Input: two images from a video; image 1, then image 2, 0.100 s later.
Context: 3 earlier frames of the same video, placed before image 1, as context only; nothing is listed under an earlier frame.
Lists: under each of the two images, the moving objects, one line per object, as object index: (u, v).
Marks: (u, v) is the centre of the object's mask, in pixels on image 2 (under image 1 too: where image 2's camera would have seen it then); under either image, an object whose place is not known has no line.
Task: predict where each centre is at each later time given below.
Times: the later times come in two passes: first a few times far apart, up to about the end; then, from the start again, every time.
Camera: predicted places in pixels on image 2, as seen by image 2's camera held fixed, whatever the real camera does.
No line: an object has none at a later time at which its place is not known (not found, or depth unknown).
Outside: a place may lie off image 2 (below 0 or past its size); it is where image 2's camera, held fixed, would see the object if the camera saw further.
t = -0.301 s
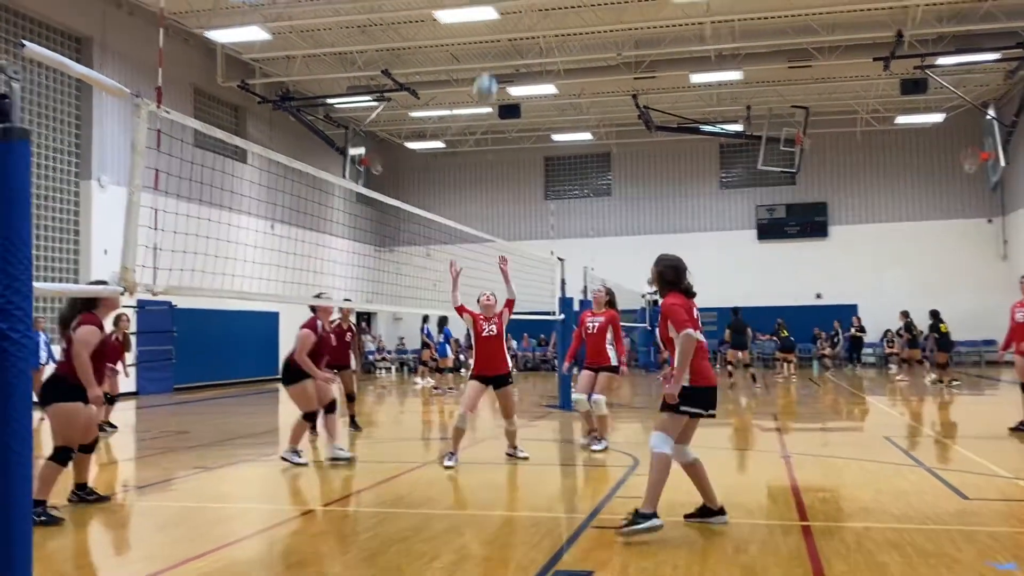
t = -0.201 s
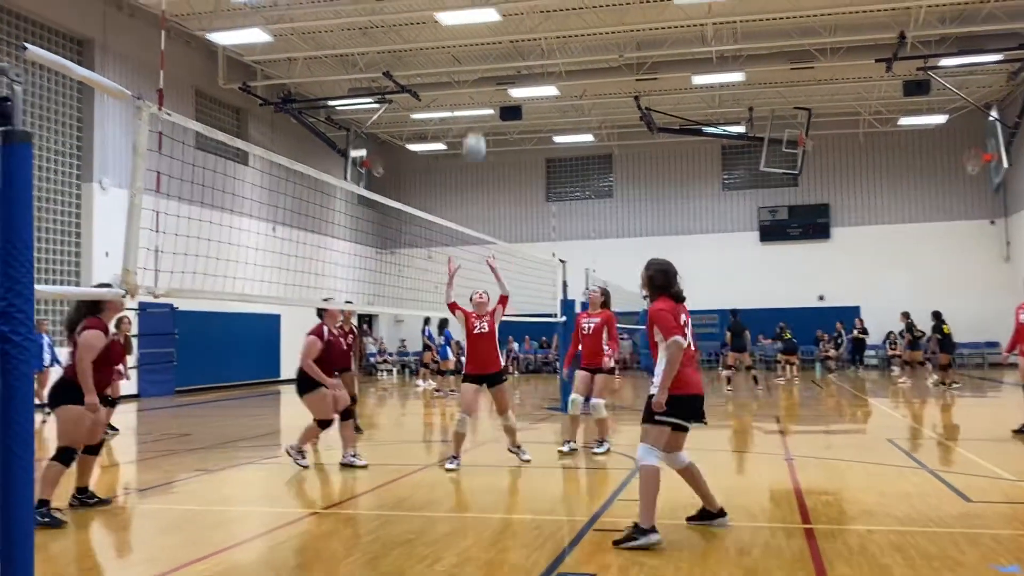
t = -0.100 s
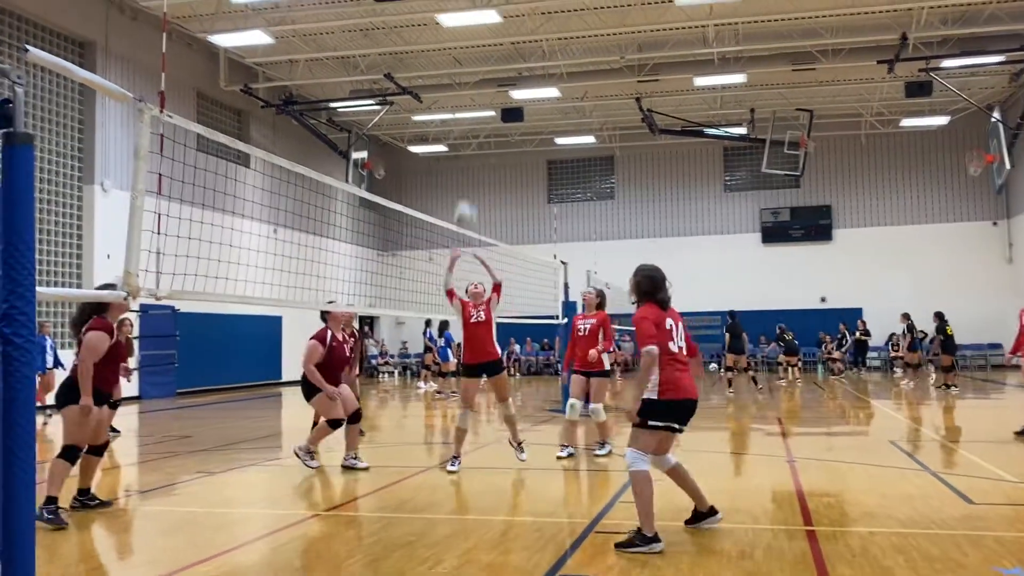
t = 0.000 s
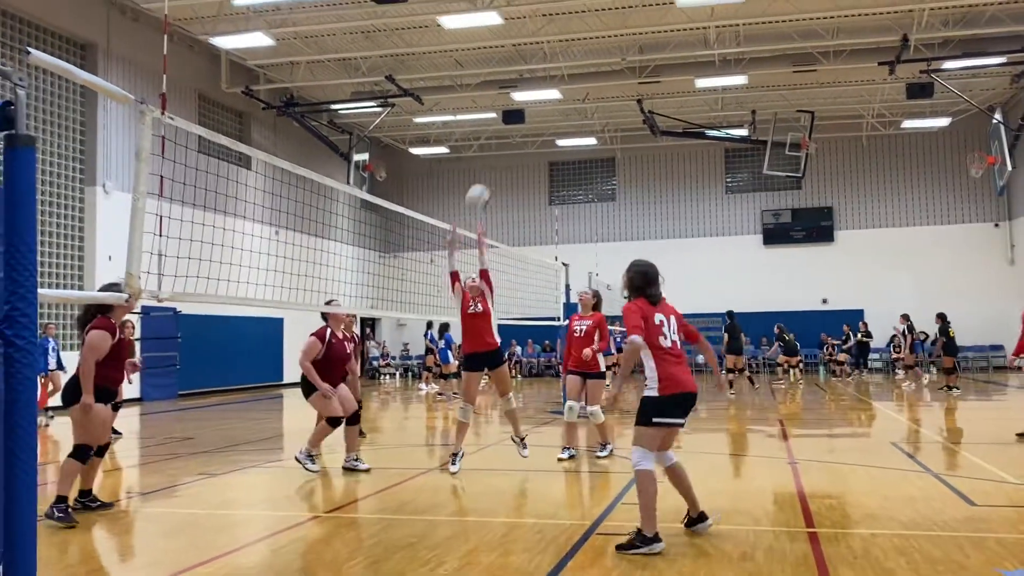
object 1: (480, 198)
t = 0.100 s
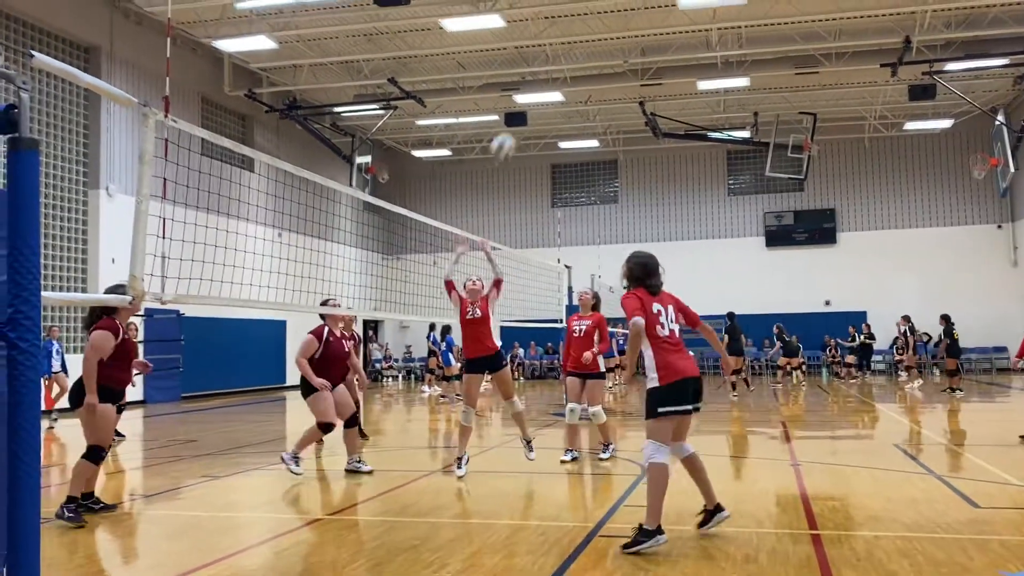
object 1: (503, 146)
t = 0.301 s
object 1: (555, 64)
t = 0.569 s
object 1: (636, 27)
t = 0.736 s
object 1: (693, 53)
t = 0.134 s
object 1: (512, 128)
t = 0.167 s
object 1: (517, 117)
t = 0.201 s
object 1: (527, 101)
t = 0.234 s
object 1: (538, 87)
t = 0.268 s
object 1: (547, 75)
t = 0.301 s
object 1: (555, 64)
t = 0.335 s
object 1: (564, 57)
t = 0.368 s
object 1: (573, 48)
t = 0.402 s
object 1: (584, 40)
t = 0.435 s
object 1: (593, 34)
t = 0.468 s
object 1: (603, 30)
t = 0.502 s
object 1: (614, 28)
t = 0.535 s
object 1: (624, 27)
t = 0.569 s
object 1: (636, 27)
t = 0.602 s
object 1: (646, 29)
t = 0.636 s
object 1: (658, 32)
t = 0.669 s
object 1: (670, 37)
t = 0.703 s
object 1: (681, 43)
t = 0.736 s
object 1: (693, 53)
